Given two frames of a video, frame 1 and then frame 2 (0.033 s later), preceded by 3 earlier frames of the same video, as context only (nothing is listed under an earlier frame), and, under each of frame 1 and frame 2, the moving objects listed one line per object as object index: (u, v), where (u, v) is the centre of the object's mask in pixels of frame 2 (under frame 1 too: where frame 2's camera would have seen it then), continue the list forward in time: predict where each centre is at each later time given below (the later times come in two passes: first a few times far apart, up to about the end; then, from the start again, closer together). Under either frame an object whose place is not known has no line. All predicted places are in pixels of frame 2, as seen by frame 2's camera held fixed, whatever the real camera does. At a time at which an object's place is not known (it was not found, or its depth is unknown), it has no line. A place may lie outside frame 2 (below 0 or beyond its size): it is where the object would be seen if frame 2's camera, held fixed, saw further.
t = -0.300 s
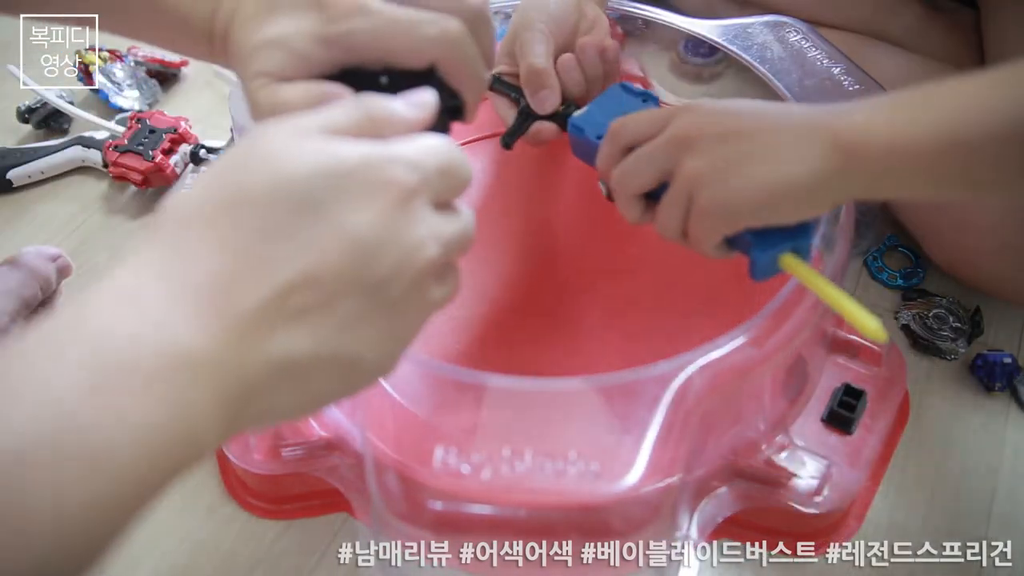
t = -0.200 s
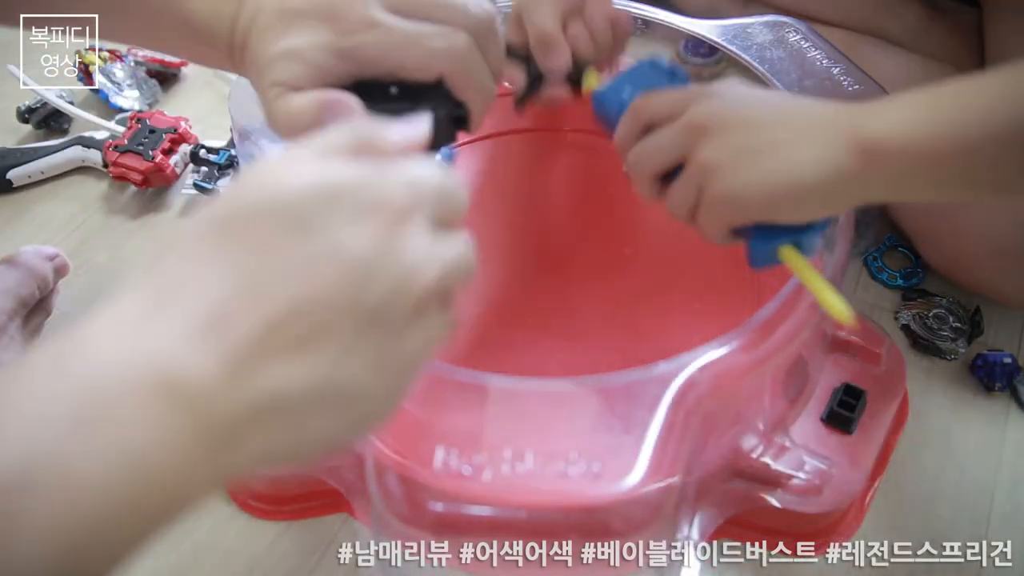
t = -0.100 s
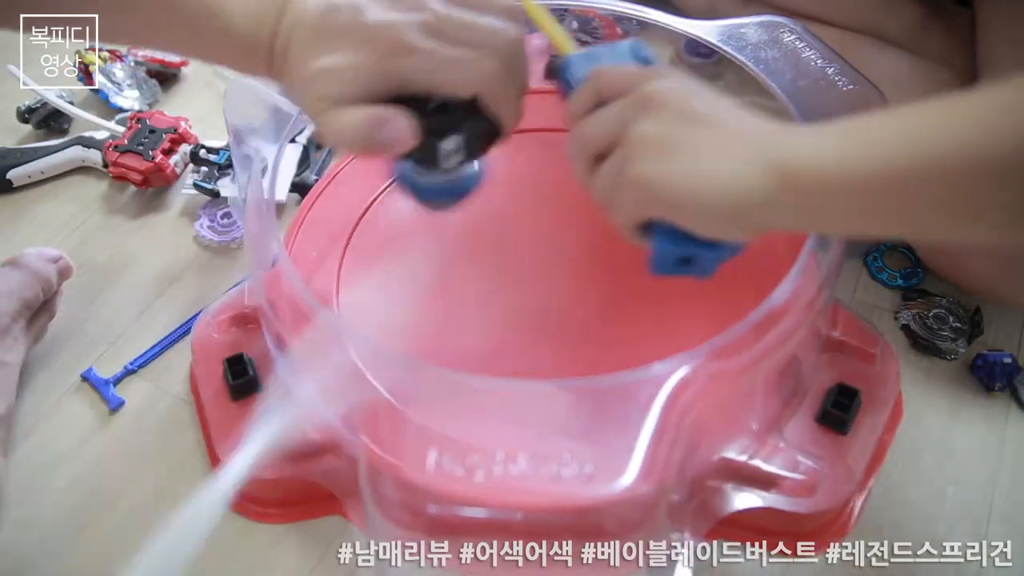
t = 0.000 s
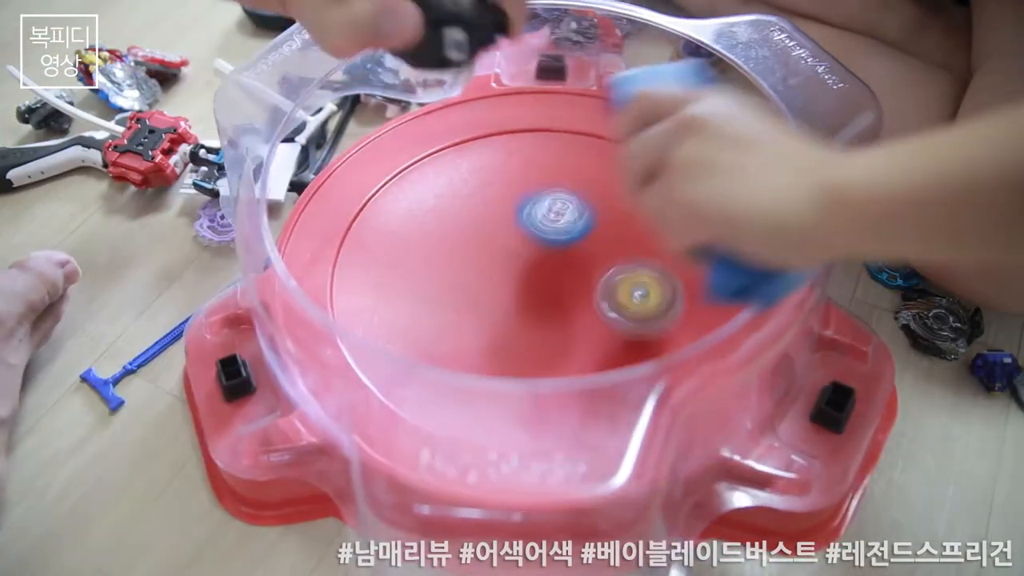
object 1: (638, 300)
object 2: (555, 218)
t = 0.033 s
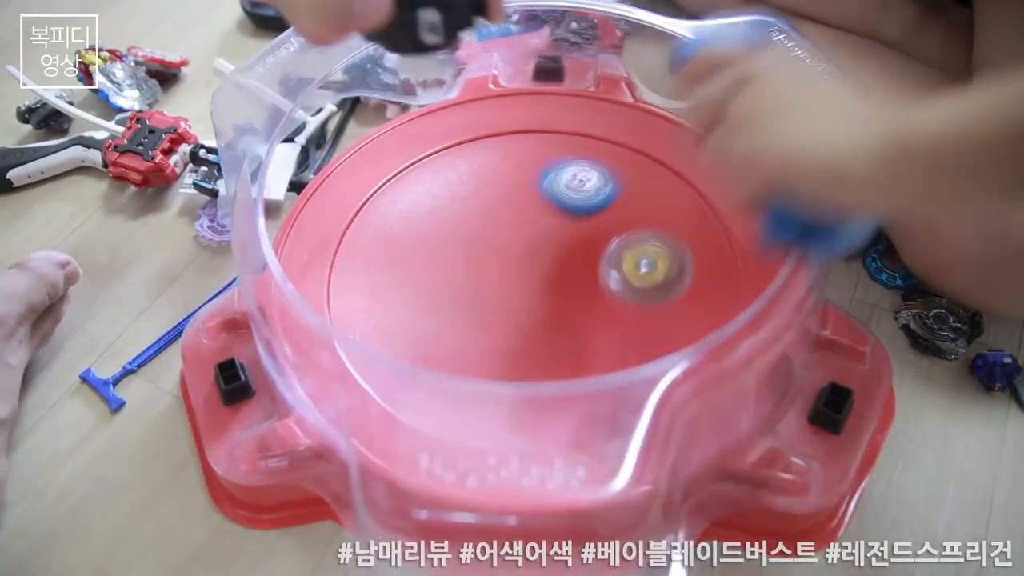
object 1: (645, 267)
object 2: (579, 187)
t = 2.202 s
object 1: (577, 159)
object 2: (506, 203)
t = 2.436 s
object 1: (369, 221)
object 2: (408, 303)
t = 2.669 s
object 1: (458, 349)
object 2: (584, 426)
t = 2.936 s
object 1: (623, 224)
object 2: (692, 312)
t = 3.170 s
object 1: (519, 120)
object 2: (587, 231)
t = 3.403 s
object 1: (397, 179)
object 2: (479, 254)
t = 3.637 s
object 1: (403, 294)
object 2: (533, 329)
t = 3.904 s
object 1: (540, 212)
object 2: (741, 351)
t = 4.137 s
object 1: (548, 117)
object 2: (715, 246)
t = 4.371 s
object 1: (533, 132)
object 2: (509, 270)
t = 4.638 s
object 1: (539, 160)
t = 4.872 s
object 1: (573, 264)
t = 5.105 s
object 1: (703, 319)
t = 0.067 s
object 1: (653, 246)
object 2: (604, 168)
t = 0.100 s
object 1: (660, 238)
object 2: (626, 162)
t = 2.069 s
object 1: (703, 213)
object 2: (562, 210)
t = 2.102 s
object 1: (676, 194)
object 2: (548, 206)
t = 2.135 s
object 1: (647, 178)
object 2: (532, 203)
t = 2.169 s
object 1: (613, 166)
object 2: (518, 202)
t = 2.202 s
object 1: (577, 159)
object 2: (506, 203)
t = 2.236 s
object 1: (544, 153)
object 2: (486, 209)
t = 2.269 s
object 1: (511, 151)
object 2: (467, 217)
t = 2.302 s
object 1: (474, 156)
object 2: (450, 226)
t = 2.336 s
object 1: (442, 169)
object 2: (434, 237)
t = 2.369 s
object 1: (413, 183)
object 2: (421, 254)
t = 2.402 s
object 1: (388, 199)
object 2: (411, 279)
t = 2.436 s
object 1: (369, 221)
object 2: (408, 303)
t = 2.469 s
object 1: (357, 246)
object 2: (411, 325)
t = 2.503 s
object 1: (353, 276)
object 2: (422, 339)
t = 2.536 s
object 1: (363, 303)
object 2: (439, 350)
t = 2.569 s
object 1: (379, 319)
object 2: (462, 380)
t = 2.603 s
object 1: (397, 330)
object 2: (500, 409)
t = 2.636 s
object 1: (427, 342)
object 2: (541, 425)
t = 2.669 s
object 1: (458, 349)
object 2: (584, 426)
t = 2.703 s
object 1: (498, 350)
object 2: (619, 423)
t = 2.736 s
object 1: (529, 347)
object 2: (657, 421)
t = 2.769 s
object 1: (561, 335)
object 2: (687, 411)
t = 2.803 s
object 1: (586, 317)
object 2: (699, 394)
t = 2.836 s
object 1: (605, 295)
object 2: (711, 379)
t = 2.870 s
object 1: (618, 271)
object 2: (696, 342)
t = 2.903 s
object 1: (624, 247)
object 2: (698, 331)
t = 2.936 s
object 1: (623, 224)
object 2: (692, 312)
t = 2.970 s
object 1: (617, 202)
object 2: (689, 297)
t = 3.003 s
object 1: (607, 181)
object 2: (677, 282)
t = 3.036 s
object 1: (594, 164)
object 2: (663, 267)
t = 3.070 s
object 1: (578, 148)
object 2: (648, 255)
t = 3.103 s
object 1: (560, 135)
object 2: (629, 245)
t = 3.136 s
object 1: (540, 126)
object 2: (609, 237)
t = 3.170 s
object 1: (519, 120)
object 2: (587, 231)
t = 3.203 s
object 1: (498, 119)
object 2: (566, 225)
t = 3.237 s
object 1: (479, 122)
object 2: (545, 222)
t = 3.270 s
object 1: (461, 129)
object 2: (526, 221)
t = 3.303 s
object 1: (445, 139)
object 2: (507, 222)
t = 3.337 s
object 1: (431, 155)
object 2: (490, 223)
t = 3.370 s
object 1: (415, 174)
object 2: (476, 230)
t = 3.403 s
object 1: (397, 179)
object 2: (479, 254)
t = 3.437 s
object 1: (381, 188)
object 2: (482, 273)
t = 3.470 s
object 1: (371, 201)
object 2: (484, 291)
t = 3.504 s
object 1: (364, 217)
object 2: (490, 303)
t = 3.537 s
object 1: (363, 236)
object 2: (498, 313)
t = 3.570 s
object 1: (370, 256)
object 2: (508, 321)
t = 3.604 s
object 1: (383, 277)
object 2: (520, 327)
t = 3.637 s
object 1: (403, 294)
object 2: (533, 329)
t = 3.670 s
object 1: (431, 308)
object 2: (547, 329)
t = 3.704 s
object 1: (462, 319)
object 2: (561, 326)
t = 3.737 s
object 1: (485, 308)
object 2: (594, 336)
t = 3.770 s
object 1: (498, 286)
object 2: (638, 345)
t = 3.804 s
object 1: (512, 266)
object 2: (696, 377)
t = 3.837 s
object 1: (524, 247)
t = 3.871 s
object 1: (535, 229)
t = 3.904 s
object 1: (540, 212)
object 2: (741, 351)
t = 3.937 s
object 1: (546, 194)
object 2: (741, 334)
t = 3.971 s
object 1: (549, 178)
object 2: (739, 316)
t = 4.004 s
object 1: (549, 163)
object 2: (727, 297)
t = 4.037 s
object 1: (549, 148)
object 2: (732, 287)
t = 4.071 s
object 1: (549, 136)
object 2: (734, 275)
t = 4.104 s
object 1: (548, 124)
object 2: (730, 261)
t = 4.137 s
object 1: (548, 117)
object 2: (715, 246)
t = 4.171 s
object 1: (541, 124)
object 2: (694, 232)
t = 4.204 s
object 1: (537, 130)
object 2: (670, 222)
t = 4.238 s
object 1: (535, 137)
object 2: (639, 217)
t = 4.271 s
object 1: (534, 144)
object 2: (608, 214)
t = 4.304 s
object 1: (533, 150)
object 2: (572, 214)
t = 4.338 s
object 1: (533, 146)
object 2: (539, 234)
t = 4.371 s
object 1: (533, 132)
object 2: (509, 270)
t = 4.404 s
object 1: (533, 125)
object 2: (480, 303)
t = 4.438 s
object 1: (533, 124)
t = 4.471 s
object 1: (533, 125)
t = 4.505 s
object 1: (533, 128)
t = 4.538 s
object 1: (534, 132)
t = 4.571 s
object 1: (535, 139)
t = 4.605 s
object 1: (537, 148)
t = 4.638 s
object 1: (539, 160)
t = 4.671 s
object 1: (542, 173)
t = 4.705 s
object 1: (545, 188)
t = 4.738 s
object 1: (549, 204)
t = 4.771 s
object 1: (553, 220)
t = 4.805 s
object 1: (559, 235)
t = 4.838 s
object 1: (566, 250)
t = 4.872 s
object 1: (573, 264)
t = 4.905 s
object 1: (586, 282)
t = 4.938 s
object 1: (622, 295)
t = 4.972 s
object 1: (658, 308)
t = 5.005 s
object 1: (679, 316)
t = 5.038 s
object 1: (690, 318)
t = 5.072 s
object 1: (698, 319)
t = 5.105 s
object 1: (703, 319)
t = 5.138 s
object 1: (704, 322)
